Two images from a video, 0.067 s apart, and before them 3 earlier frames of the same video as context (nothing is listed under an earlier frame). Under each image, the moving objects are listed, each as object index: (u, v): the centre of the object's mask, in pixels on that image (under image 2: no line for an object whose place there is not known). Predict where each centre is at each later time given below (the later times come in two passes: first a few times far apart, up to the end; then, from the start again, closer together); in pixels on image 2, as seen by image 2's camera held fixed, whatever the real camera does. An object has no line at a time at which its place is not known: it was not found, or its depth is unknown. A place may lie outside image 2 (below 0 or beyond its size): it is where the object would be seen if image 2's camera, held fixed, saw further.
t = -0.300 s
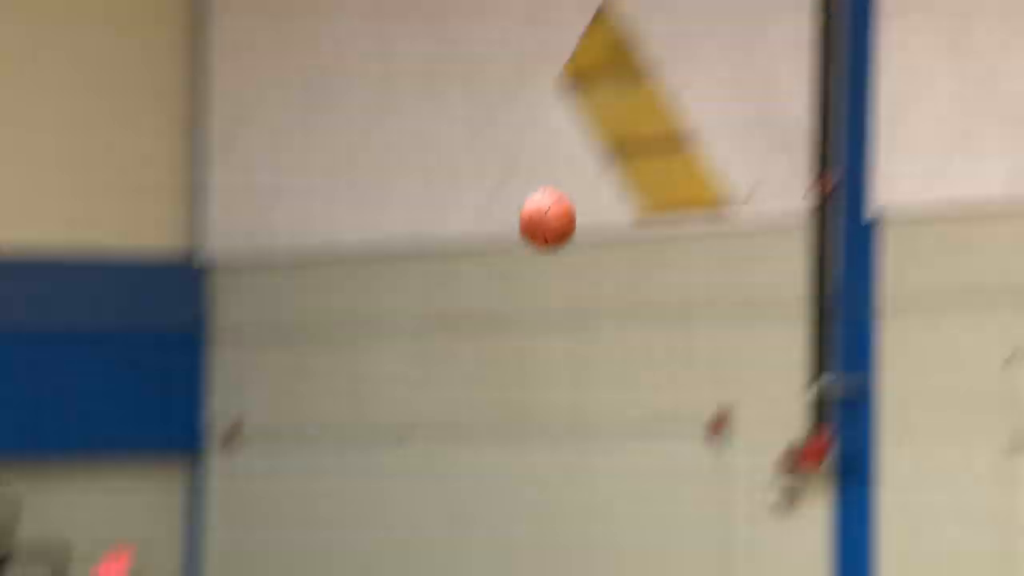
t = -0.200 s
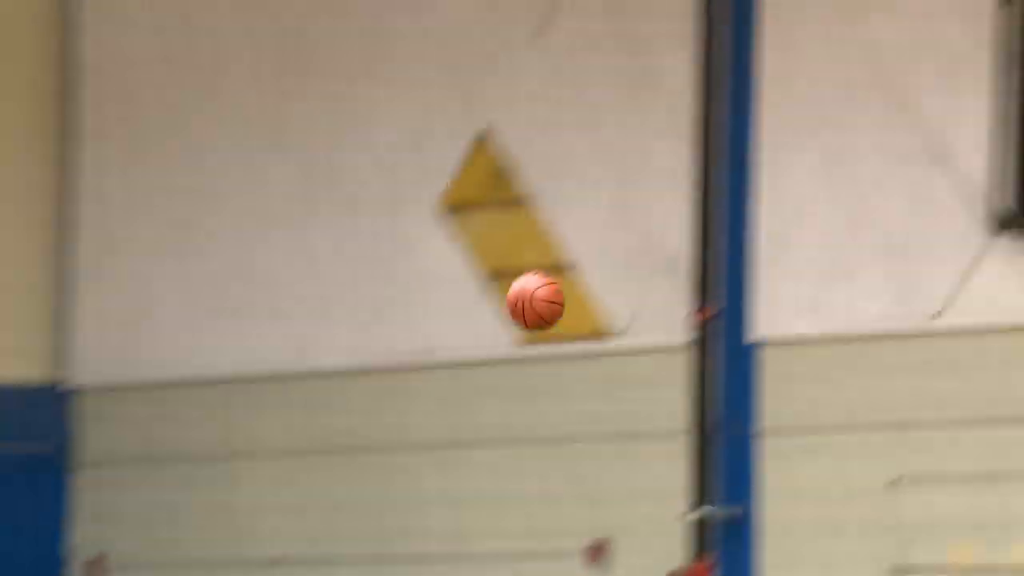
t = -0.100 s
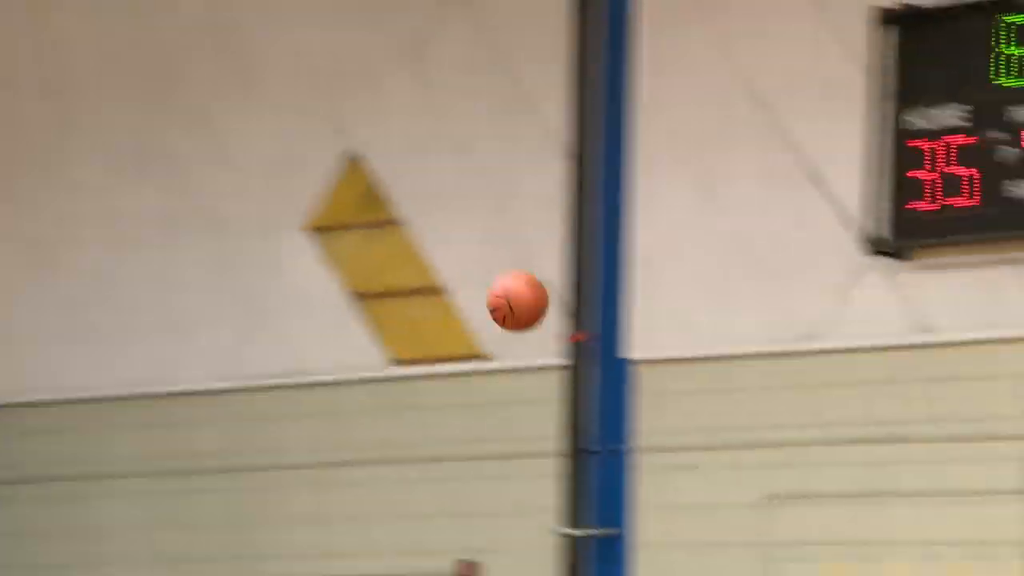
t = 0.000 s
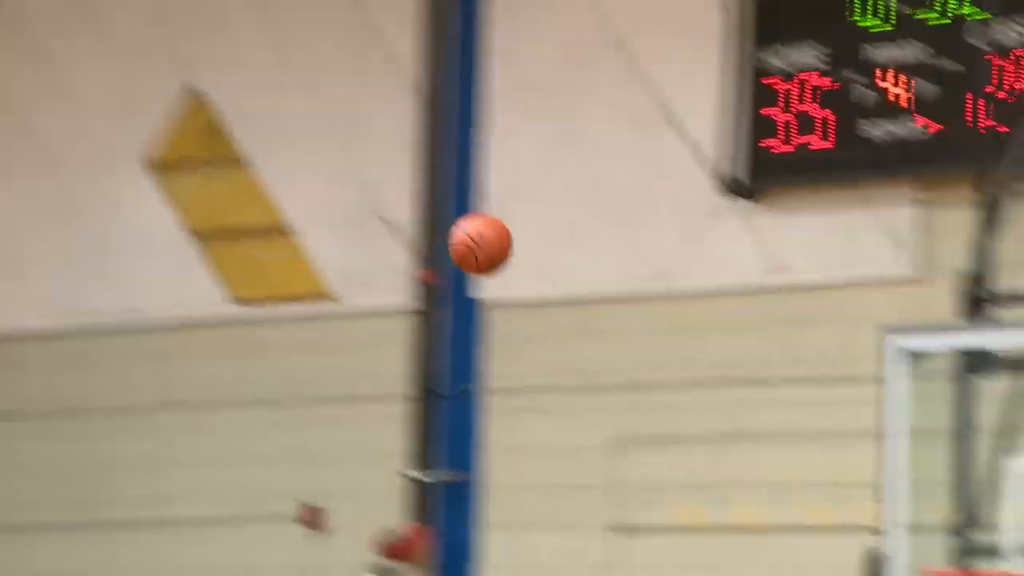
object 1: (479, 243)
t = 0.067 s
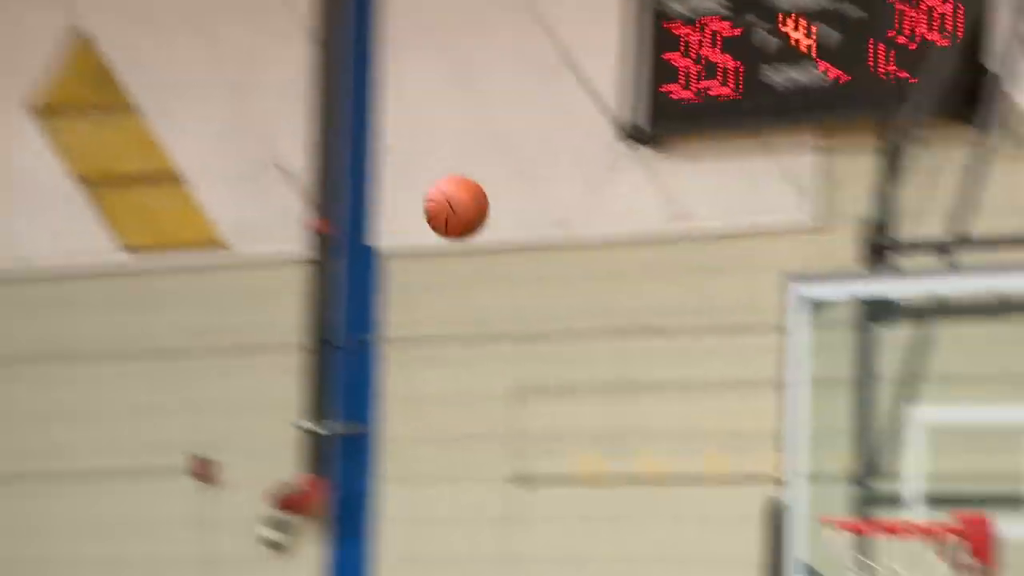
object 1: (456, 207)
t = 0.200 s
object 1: (615, 271)
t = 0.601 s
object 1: (817, 560)
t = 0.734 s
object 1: (831, 569)
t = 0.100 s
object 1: (495, 219)
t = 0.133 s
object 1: (534, 234)
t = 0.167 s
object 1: (574, 252)
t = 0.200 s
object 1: (615, 271)
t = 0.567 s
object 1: (825, 572)
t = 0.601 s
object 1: (817, 560)
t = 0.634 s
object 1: (829, 581)
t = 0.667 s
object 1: (820, 560)
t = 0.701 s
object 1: (817, 556)
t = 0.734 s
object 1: (831, 569)
